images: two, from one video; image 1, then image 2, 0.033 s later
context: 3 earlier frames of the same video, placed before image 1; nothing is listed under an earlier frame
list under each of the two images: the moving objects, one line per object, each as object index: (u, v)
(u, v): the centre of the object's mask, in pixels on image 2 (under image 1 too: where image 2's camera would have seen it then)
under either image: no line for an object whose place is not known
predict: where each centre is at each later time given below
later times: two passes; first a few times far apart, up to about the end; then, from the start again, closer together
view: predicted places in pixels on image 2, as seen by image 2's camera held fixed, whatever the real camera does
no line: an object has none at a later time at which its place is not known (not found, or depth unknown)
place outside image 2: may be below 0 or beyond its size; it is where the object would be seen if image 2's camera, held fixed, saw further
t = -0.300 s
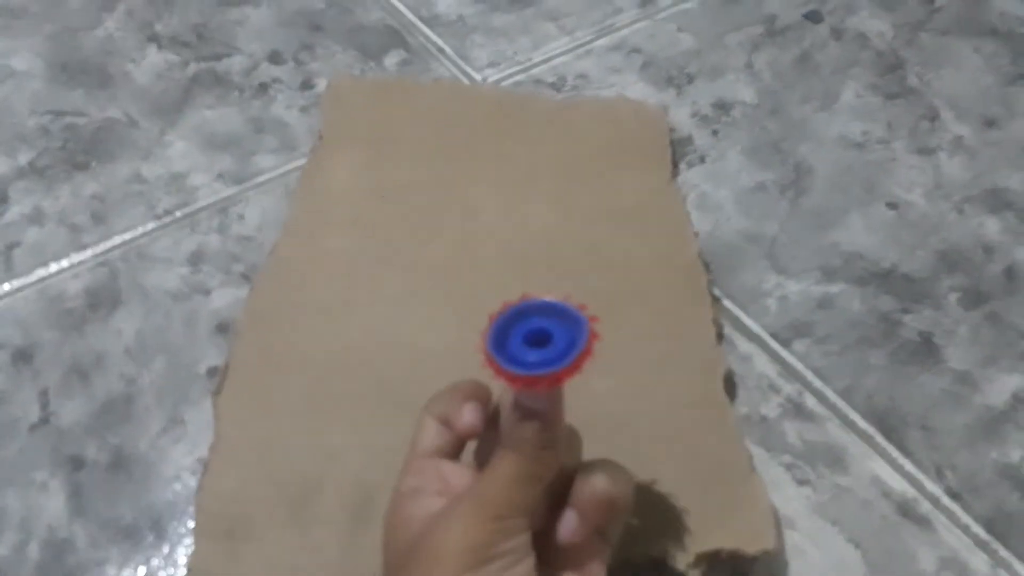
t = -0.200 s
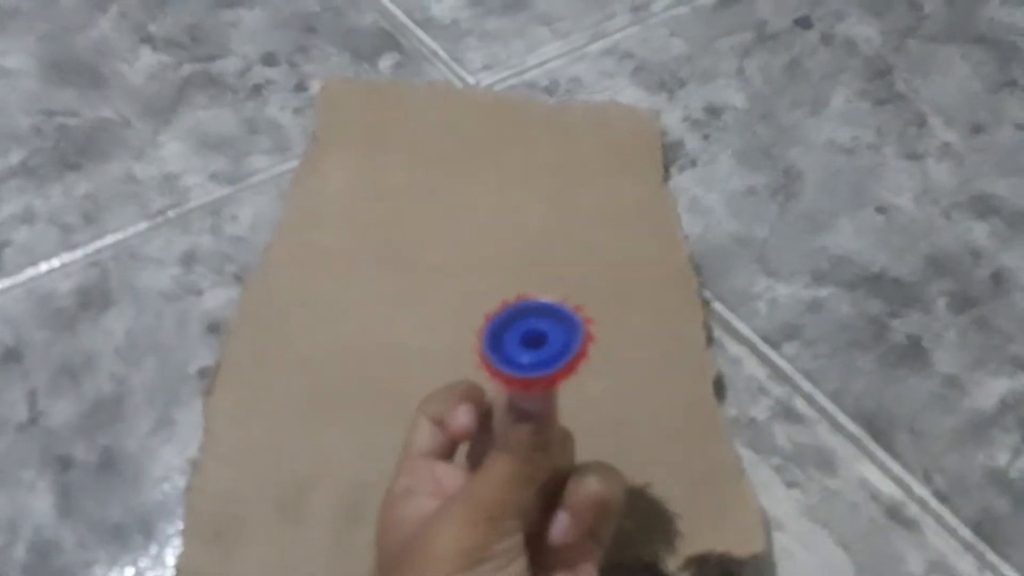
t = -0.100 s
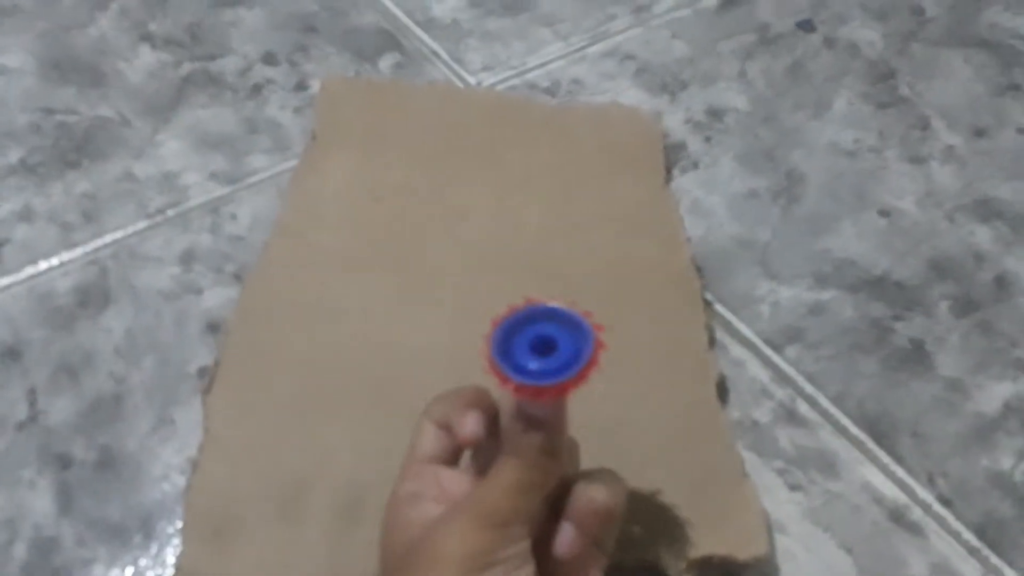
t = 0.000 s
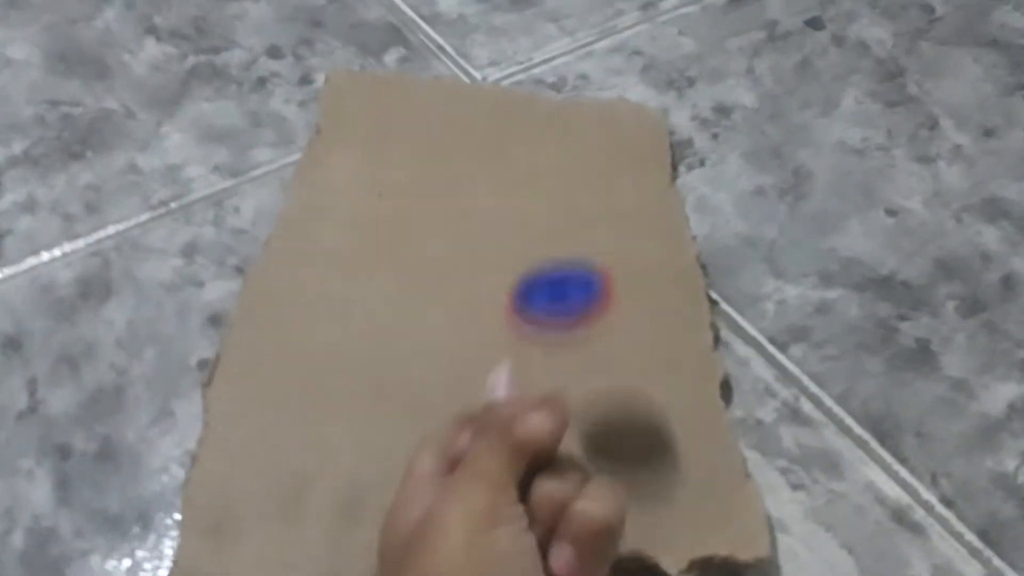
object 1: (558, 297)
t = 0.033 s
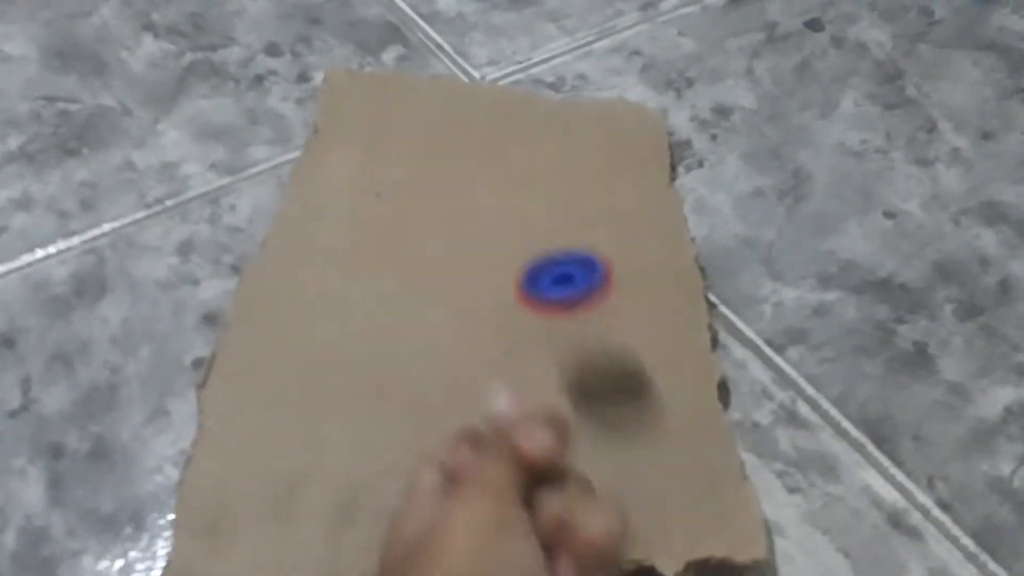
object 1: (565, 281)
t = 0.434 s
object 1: (526, 150)
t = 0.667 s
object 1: (518, 138)
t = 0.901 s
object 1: (527, 128)
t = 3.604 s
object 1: (534, 134)
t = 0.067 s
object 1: (570, 293)
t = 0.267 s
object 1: (539, 158)
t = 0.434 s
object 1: (526, 150)
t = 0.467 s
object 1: (523, 149)
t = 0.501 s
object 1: (521, 148)
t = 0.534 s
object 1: (519, 146)
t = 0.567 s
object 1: (518, 144)
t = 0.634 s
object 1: (518, 140)
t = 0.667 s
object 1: (518, 138)
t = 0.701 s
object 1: (518, 137)
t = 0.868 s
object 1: (524, 129)
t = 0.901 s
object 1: (527, 128)
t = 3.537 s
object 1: (534, 133)
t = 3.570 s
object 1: (534, 133)
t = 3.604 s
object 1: (534, 134)
